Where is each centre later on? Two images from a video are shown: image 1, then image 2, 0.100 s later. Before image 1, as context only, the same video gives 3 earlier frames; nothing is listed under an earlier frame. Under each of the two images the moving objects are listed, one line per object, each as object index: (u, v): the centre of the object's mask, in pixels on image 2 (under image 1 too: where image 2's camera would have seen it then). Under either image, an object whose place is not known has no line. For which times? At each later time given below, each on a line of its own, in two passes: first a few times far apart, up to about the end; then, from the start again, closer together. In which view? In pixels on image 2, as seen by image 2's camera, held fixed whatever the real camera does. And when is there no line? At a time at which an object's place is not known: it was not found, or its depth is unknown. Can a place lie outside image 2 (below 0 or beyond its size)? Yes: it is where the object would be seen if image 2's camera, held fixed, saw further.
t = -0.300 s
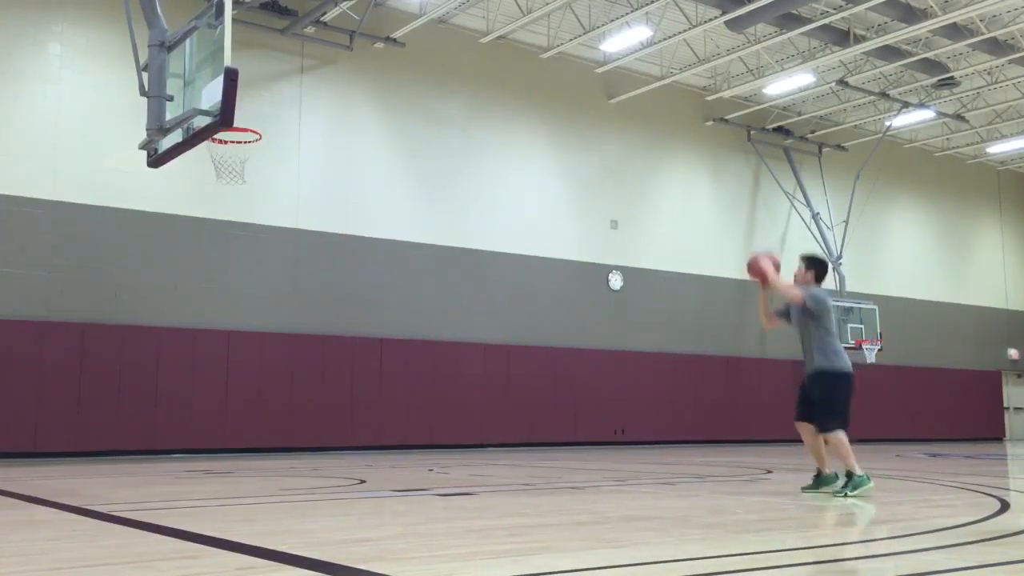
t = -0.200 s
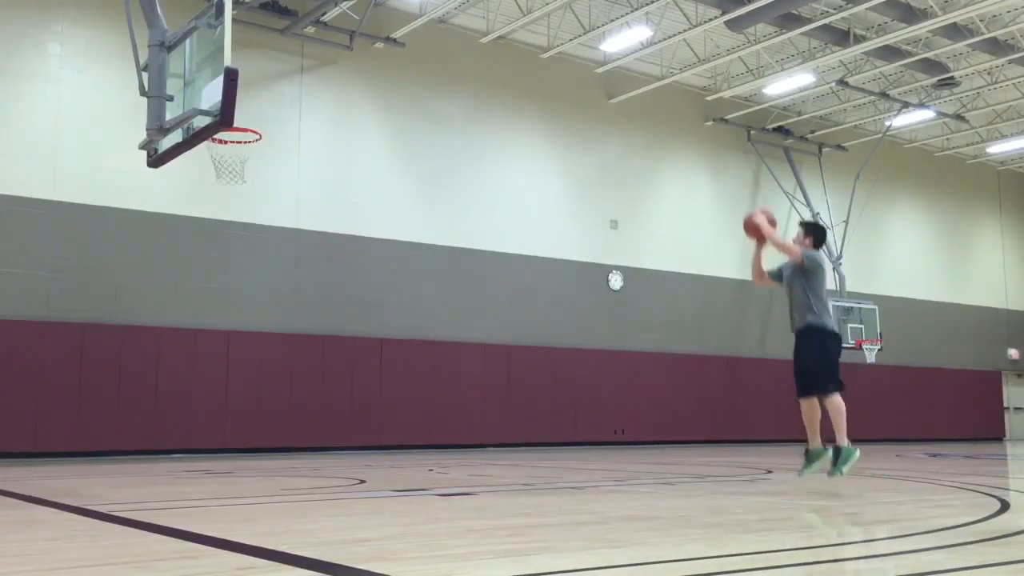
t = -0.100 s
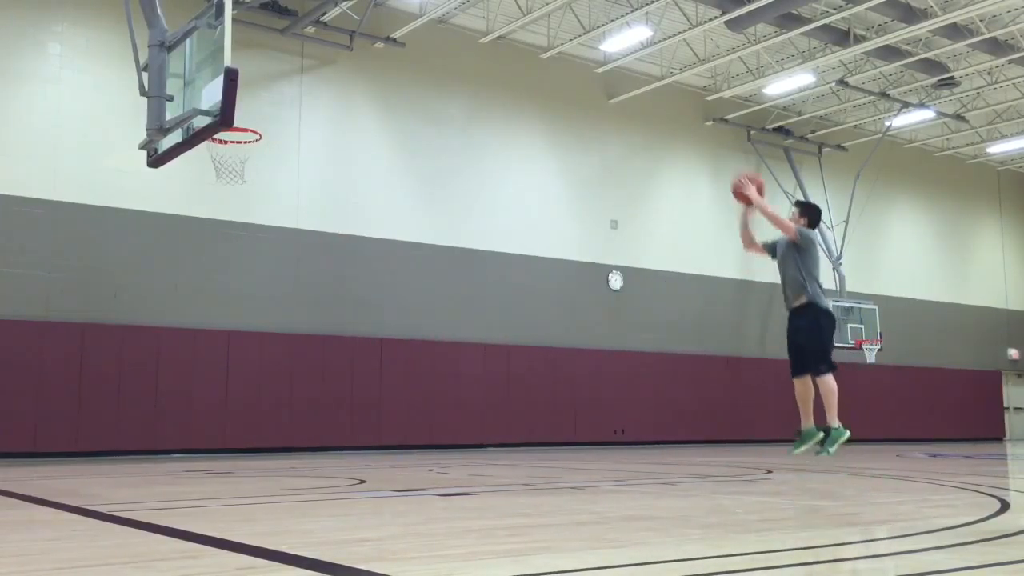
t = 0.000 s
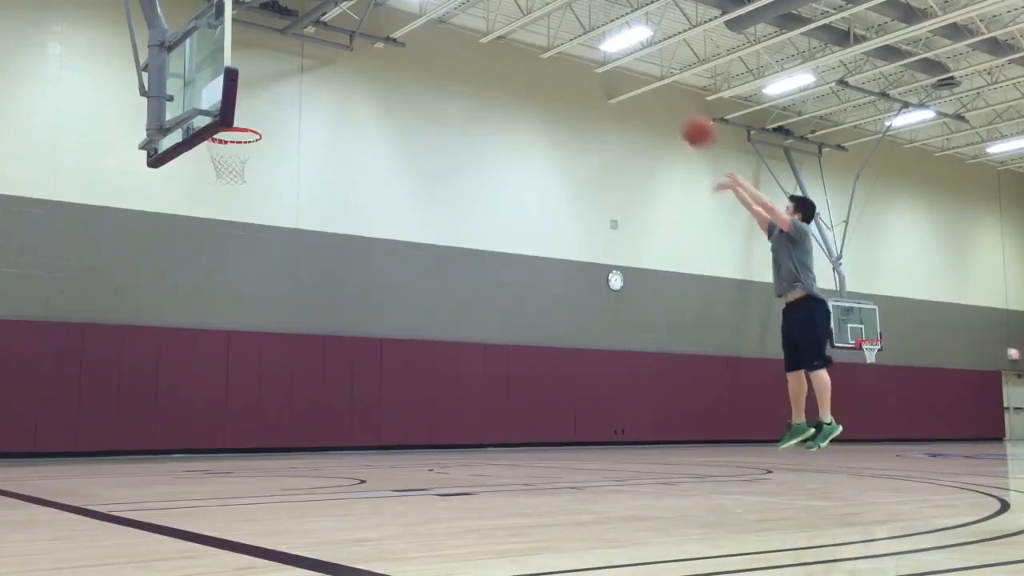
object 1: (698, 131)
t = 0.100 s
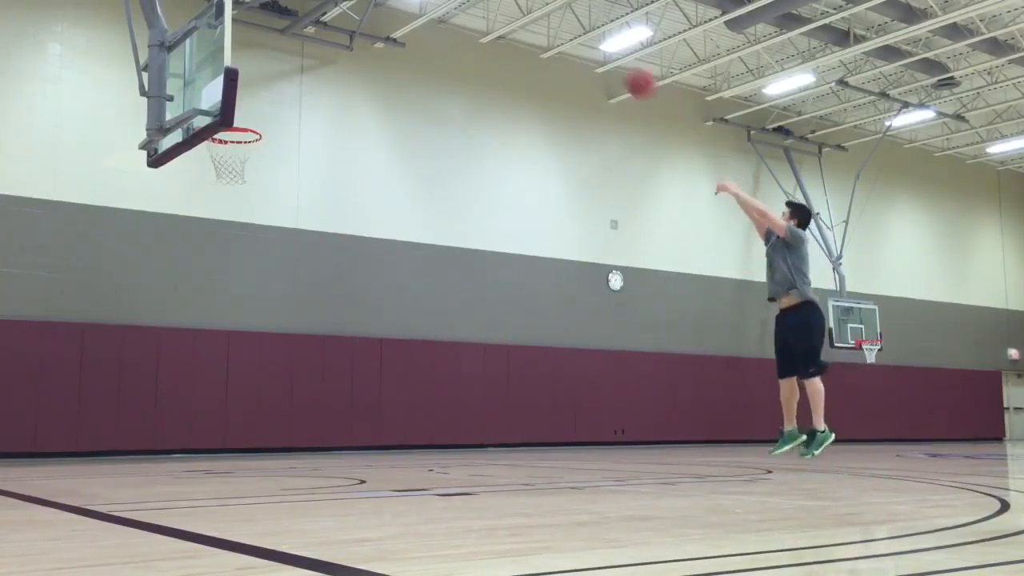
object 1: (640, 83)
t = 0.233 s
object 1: (567, 38)
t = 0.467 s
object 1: (448, 12)
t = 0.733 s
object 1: (321, 51)
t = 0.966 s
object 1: (217, 147)
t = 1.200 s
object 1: (211, 204)
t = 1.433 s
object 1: (211, 311)
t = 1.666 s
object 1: (206, 466)
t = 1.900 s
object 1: (248, 353)
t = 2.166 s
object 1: (292, 297)
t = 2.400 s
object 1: (328, 308)
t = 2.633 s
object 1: (362, 376)
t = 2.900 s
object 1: (397, 429)
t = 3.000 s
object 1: (409, 397)
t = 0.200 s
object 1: (585, 48)
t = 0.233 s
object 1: (567, 38)
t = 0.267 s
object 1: (549, 31)
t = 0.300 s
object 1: (532, 25)
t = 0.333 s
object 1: (514, 19)
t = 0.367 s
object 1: (498, 14)
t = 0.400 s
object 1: (481, 13)
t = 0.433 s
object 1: (463, 12)
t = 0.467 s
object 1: (448, 12)
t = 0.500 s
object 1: (433, 12)
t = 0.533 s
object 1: (416, 15)
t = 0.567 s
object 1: (399, 18)
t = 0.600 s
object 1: (384, 23)
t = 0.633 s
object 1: (369, 27)
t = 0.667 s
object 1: (353, 36)
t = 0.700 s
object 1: (338, 42)
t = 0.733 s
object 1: (321, 51)
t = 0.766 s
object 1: (307, 63)
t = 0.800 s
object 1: (292, 72)
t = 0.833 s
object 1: (277, 85)
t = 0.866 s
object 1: (262, 99)
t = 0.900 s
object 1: (248, 112)
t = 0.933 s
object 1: (235, 131)
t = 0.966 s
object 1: (217, 147)
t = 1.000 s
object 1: (210, 157)
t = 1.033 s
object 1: (209, 163)
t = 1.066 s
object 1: (210, 169)
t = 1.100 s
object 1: (210, 176)
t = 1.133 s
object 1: (210, 184)
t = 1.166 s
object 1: (211, 193)
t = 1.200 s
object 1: (211, 204)
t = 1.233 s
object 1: (211, 216)
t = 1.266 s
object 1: (212, 229)
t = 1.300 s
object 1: (211, 243)
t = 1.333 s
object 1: (211, 258)
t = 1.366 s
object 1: (211, 275)
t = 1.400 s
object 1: (211, 293)
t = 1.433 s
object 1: (211, 311)
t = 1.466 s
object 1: (210, 331)
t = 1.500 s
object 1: (209, 351)
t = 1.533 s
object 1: (209, 372)
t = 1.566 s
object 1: (208, 398)
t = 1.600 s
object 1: (207, 423)
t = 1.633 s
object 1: (206, 447)
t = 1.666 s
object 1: (206, 466)
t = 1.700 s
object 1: (213, 445)
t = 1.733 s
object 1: (219, 428)
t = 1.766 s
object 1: (225, 410)
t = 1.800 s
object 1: (231, 394)
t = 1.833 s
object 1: (237, 379)
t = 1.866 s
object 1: (243, 366)
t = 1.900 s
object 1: (248, 353)
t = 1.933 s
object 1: (254, 343)
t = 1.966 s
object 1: (260, 333)
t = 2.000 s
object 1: (265, 324)
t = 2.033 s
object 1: (271, 316)
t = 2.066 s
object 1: (276, 309)
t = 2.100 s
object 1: (281, 304)
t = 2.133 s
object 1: (286, 300)
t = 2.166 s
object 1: (292, 297)
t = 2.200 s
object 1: (297, 295)
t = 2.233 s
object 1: (302, 294)
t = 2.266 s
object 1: (307, 295)
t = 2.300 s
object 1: (312, 297)
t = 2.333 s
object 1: (318, 299)
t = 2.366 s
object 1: (323, 303)
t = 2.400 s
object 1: (328, 308)
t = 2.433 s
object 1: (332, 315)
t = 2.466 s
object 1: (337, 322)
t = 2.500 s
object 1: (343, 331)
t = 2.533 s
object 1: (348, 341)
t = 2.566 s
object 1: (352, 352)
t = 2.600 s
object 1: (357, 363)
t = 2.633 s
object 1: (362, 376)
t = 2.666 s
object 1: (367, 392)
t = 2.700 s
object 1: (371, 407)
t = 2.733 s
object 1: (375, 423)
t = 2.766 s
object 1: (381, 441)
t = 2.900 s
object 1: (397, 429)
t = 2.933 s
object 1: (400, 417)
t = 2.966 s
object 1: (405, 407)
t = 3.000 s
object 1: (409, 397)
